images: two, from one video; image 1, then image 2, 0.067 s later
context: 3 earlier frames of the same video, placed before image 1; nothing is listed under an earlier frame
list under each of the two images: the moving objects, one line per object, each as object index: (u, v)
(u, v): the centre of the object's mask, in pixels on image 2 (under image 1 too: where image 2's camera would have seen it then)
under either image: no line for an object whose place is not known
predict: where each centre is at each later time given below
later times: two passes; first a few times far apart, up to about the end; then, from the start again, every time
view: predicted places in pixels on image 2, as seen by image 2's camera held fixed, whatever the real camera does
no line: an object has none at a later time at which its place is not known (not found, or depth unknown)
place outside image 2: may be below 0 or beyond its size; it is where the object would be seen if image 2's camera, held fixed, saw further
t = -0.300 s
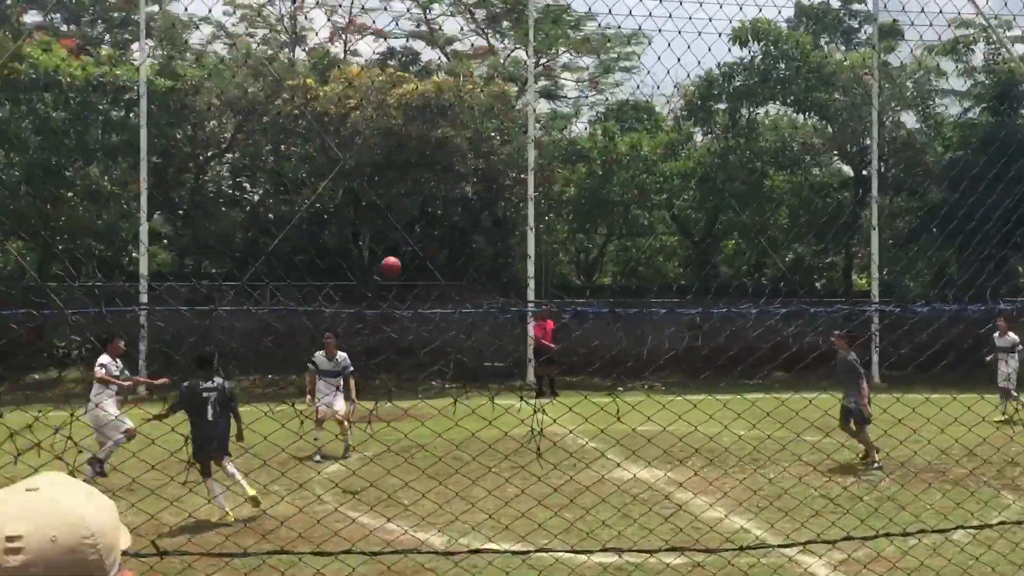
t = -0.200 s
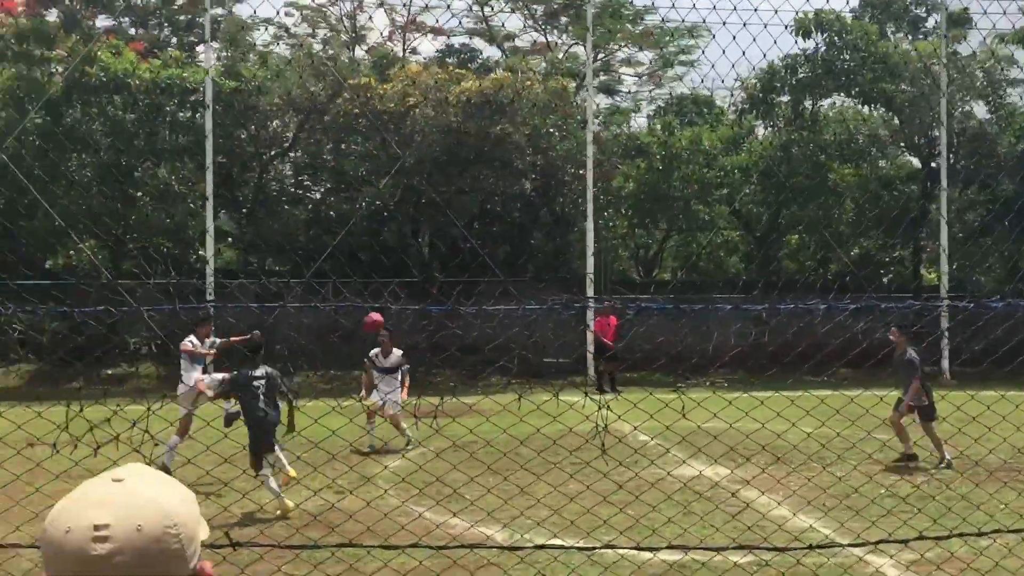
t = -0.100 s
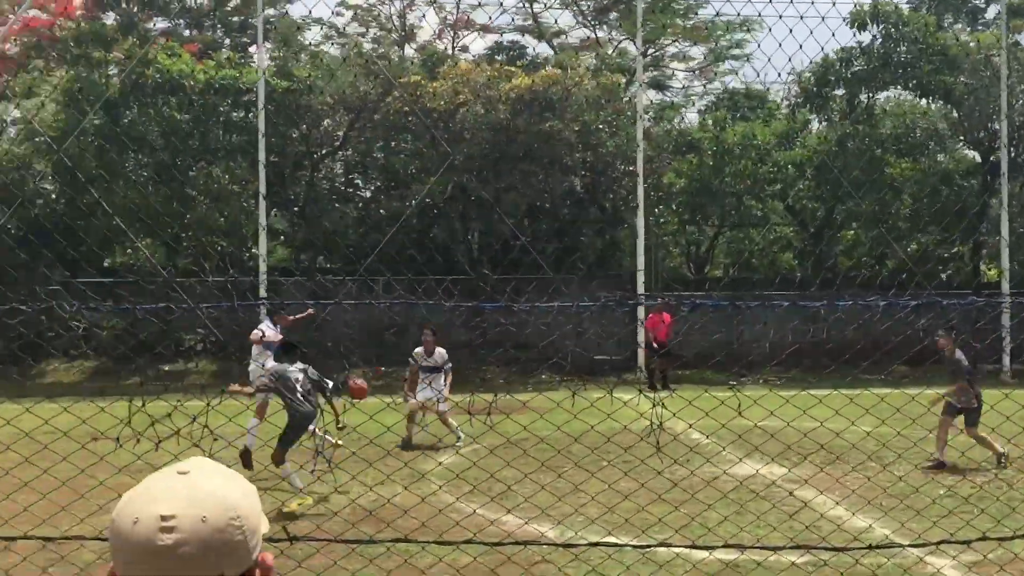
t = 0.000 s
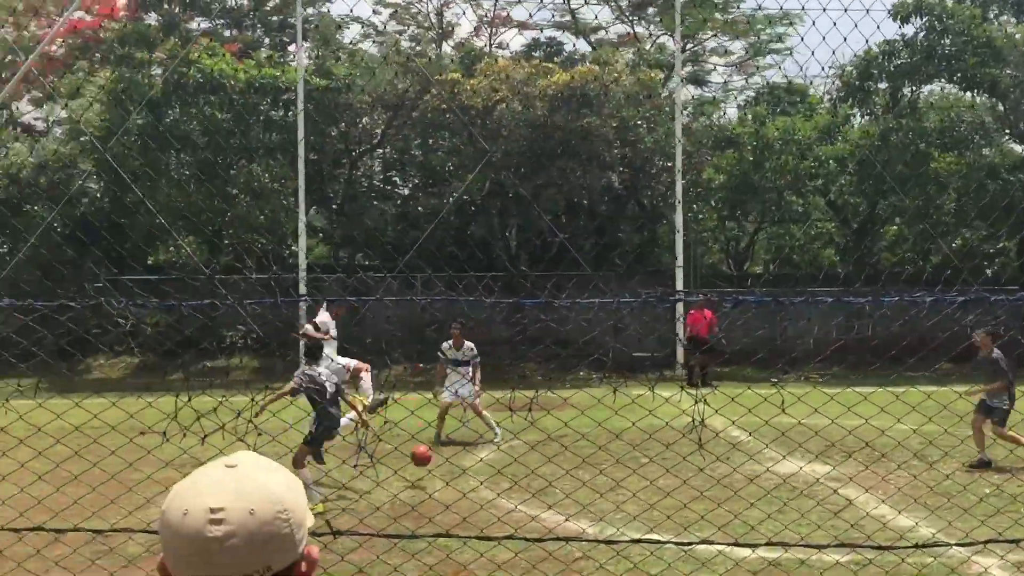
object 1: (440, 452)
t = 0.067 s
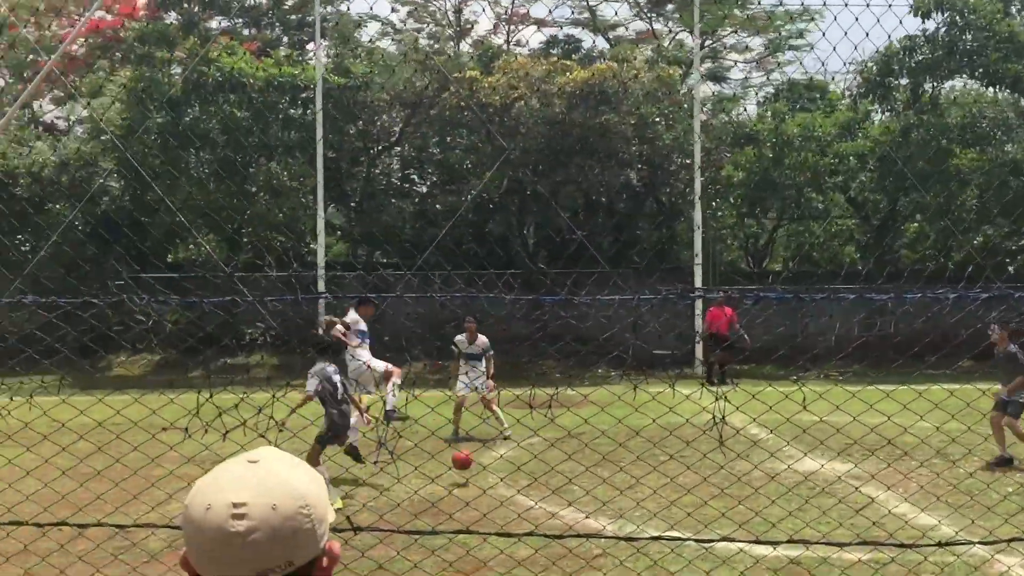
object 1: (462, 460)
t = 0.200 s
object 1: (518, 398)
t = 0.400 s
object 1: (604, 339)
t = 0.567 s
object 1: (681, 316)
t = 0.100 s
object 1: (477, 442)
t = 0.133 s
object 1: (490, 428)
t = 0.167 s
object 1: (504, 412)
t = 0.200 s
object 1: (518, 398)
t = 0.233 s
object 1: (532, 385)
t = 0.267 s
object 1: (547, 372)
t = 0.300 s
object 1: (560, 363)
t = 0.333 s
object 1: (575, 354)
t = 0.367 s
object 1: (590, 344)
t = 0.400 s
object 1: (604, 339)
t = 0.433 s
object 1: (619, 331)
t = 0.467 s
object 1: (635, 325)
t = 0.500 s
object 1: (649, 322)
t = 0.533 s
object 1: (665, 320)
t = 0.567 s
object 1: (681, 316)
